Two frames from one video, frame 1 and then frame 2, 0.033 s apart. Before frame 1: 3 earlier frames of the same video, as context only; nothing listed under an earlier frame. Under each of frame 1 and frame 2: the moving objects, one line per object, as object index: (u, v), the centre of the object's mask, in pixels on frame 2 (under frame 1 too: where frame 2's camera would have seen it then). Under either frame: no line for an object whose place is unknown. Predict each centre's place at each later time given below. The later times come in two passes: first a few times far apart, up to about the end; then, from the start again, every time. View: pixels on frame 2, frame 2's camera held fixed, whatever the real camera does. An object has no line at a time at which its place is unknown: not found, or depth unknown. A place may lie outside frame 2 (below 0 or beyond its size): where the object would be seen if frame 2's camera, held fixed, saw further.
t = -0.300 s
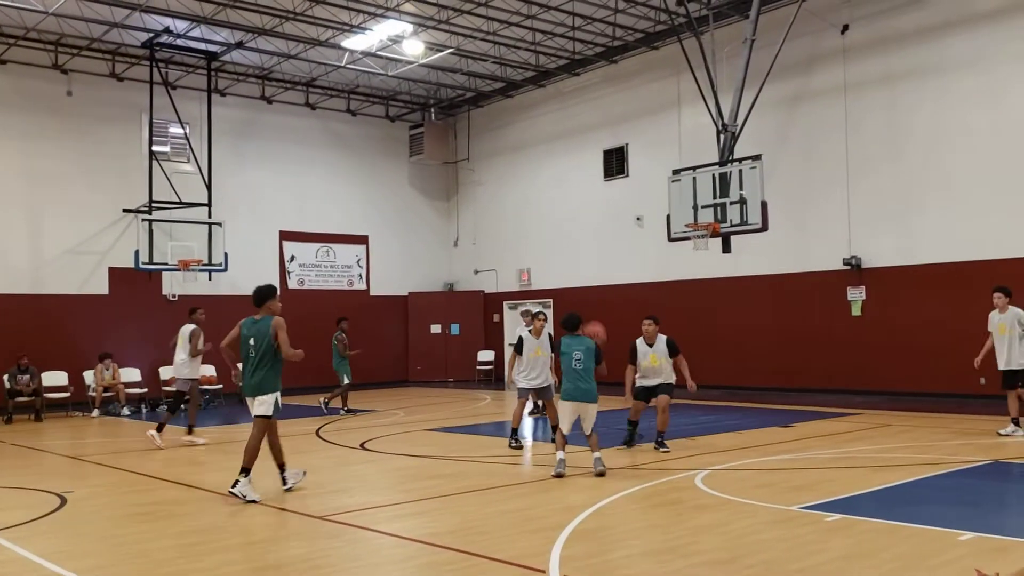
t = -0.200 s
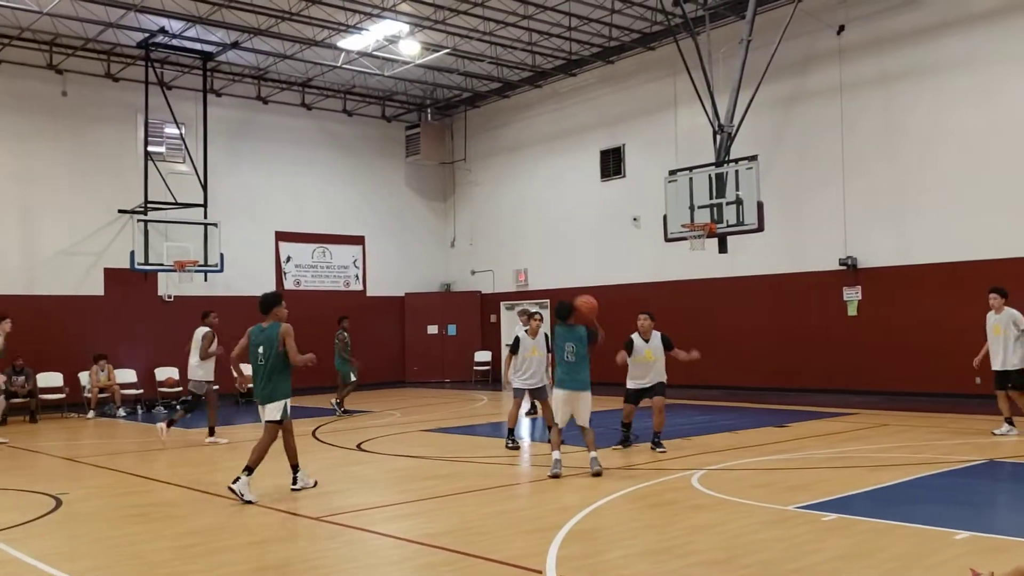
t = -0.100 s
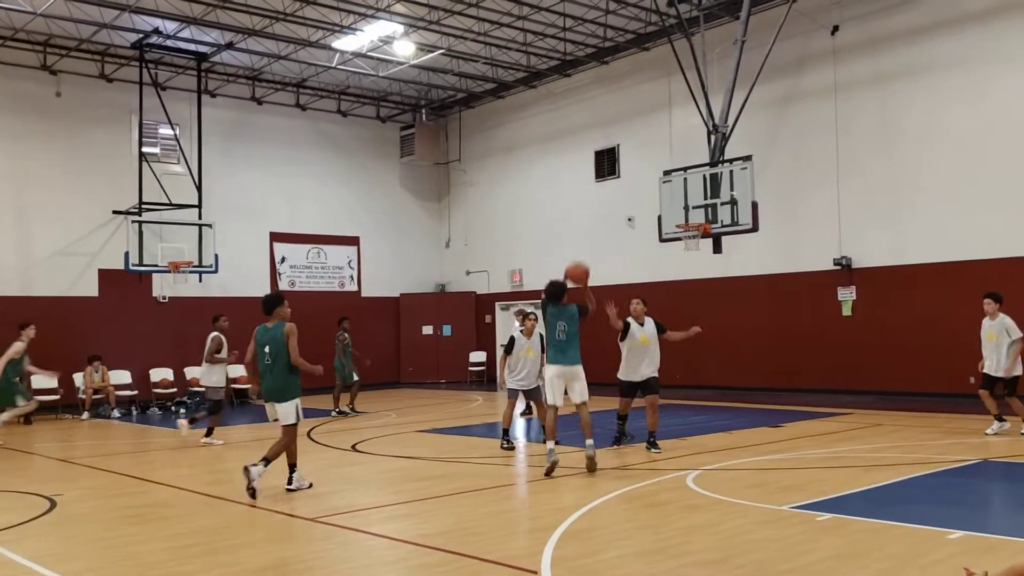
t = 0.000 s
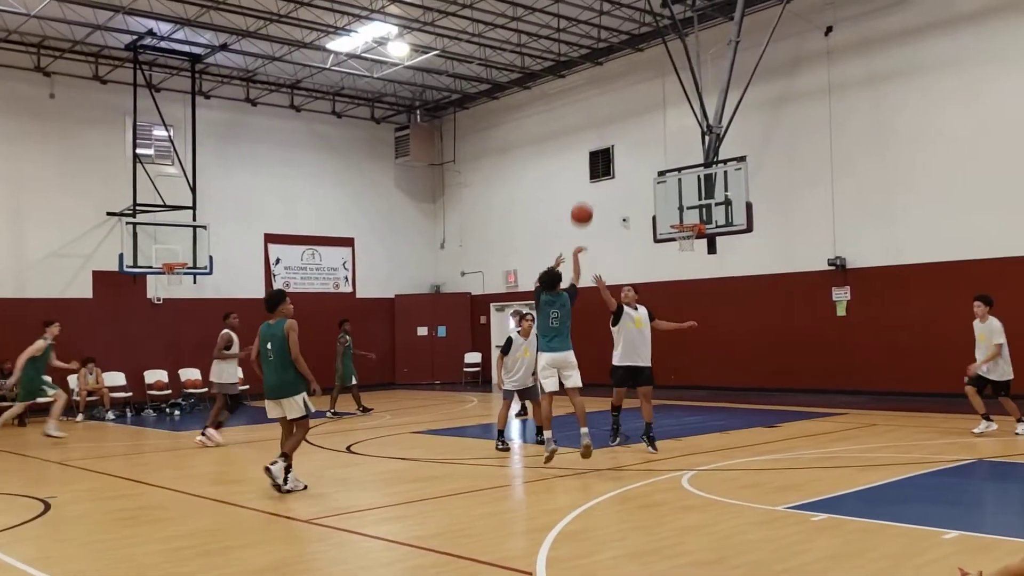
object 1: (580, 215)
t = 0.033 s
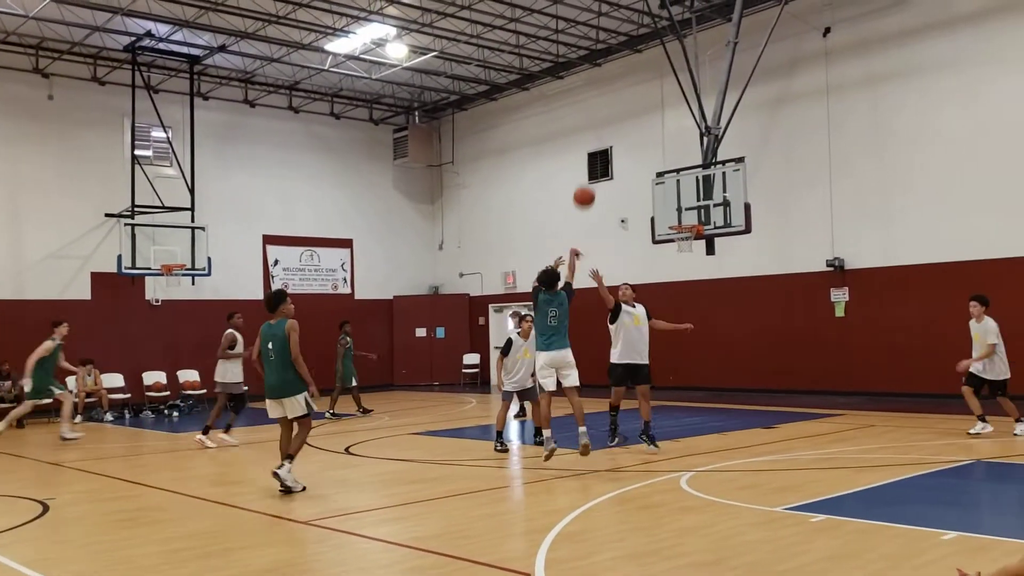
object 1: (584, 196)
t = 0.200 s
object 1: (602, 124)
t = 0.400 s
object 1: (621, 79)
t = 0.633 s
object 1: (641, 70)
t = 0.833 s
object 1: (657, 94)
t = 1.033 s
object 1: (671, 139)
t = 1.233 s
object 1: (685, 204)
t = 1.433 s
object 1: (704, 182)
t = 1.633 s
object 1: (726, 155)
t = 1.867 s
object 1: (755, 154)
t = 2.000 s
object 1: (773, 171)
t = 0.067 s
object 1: (588, 178)
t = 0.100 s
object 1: (592, 163)
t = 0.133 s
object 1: (595, 149)
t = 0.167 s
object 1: (599, 135)
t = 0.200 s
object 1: (602, 124)
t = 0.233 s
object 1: (606, 114)
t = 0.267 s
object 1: (609, 105)
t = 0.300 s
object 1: (612, 97)
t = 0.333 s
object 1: (616, 90)
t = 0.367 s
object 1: (619, 84)
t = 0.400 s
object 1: (621, 79)
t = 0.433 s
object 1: (624, 75)
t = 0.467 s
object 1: (627, 72)
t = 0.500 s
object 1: (631, 70)
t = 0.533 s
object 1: (633, 69)
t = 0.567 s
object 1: (636, 68)
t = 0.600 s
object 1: (638, 69)
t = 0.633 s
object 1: (641, 70)
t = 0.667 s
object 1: (644, 73)
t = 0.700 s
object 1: (647, 75)
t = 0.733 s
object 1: (649, 79)
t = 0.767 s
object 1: (652, 83)
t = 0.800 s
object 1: (654, 88)
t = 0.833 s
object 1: (657, 94)
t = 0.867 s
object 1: (659, 100)
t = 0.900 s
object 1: (662, 107)
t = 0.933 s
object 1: (664, 114)
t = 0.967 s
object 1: (667, 122)
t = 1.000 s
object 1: (669, 130)
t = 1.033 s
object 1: (671, 139)
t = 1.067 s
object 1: (674, 149)
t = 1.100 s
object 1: (676, 159)
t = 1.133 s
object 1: (679, 169)
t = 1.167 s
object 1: (681, 180)
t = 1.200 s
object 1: (683, 192)
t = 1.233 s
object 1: (685, 204)
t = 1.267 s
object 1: (687, 216)
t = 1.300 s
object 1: (691, 214)
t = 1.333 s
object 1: (694, 206)
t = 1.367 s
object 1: (696, 197)
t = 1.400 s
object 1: (701, 190)
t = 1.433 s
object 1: (704, 182)
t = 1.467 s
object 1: (708, 178)
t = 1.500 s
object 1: (711, 171)
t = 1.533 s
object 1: (715, 166)
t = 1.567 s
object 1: (719, 162)
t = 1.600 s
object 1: (722, 159)
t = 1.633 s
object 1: (726, 155)
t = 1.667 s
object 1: (730, 153)
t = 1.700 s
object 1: (734, 151)
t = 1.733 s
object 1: (738, 151)
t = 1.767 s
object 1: (743, 150)
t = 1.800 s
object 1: (747, 151)
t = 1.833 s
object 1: (751, 152)
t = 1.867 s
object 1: (755, 154)
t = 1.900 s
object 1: (759, 157)
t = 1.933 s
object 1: (764, 161)
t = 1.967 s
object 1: (769, 165)
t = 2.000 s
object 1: (773, 171)
